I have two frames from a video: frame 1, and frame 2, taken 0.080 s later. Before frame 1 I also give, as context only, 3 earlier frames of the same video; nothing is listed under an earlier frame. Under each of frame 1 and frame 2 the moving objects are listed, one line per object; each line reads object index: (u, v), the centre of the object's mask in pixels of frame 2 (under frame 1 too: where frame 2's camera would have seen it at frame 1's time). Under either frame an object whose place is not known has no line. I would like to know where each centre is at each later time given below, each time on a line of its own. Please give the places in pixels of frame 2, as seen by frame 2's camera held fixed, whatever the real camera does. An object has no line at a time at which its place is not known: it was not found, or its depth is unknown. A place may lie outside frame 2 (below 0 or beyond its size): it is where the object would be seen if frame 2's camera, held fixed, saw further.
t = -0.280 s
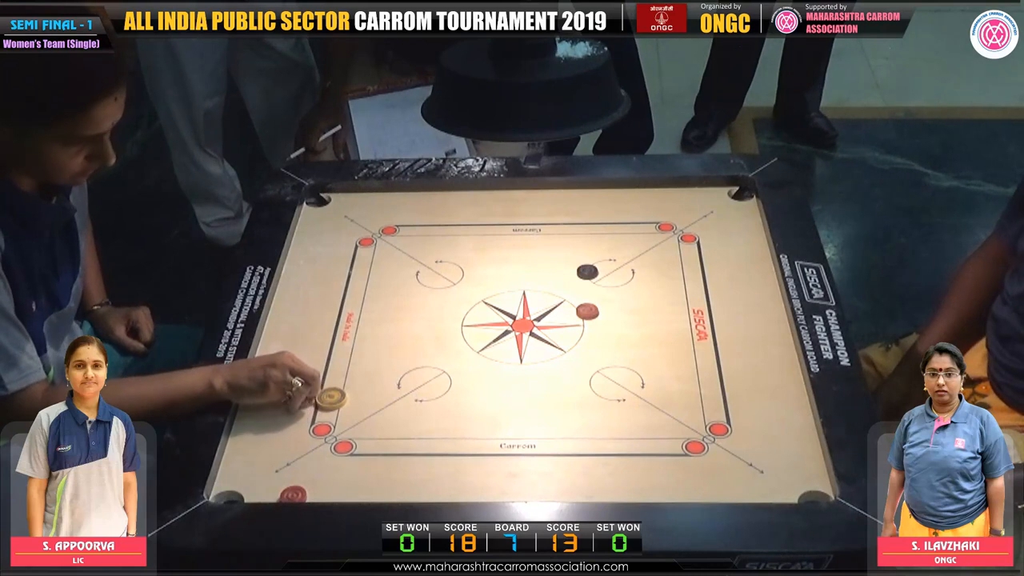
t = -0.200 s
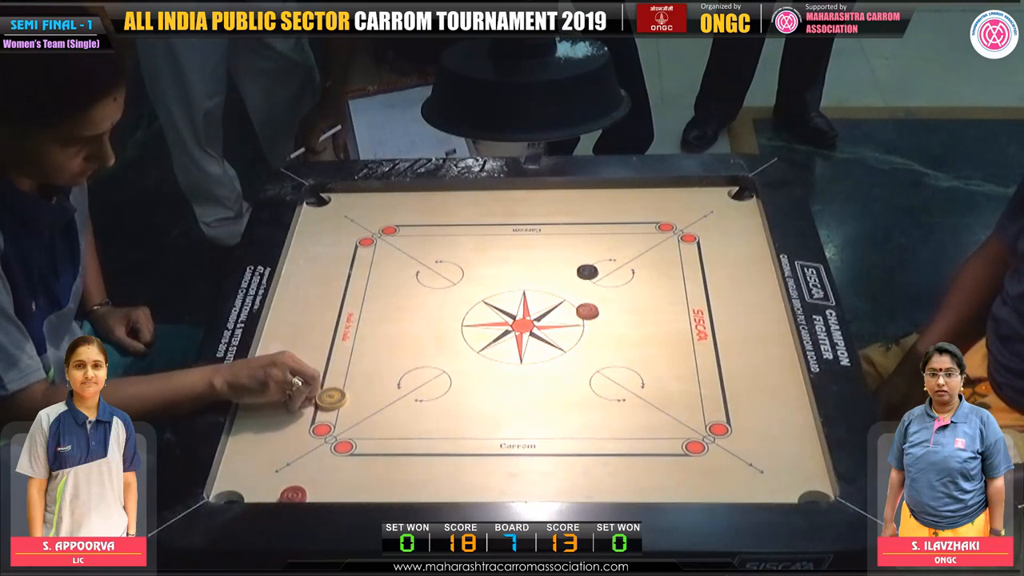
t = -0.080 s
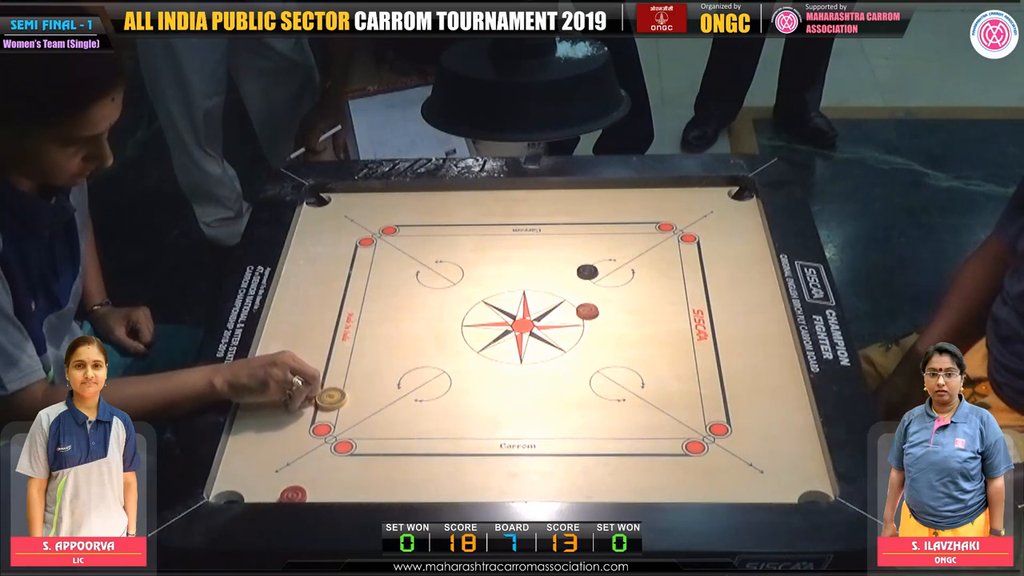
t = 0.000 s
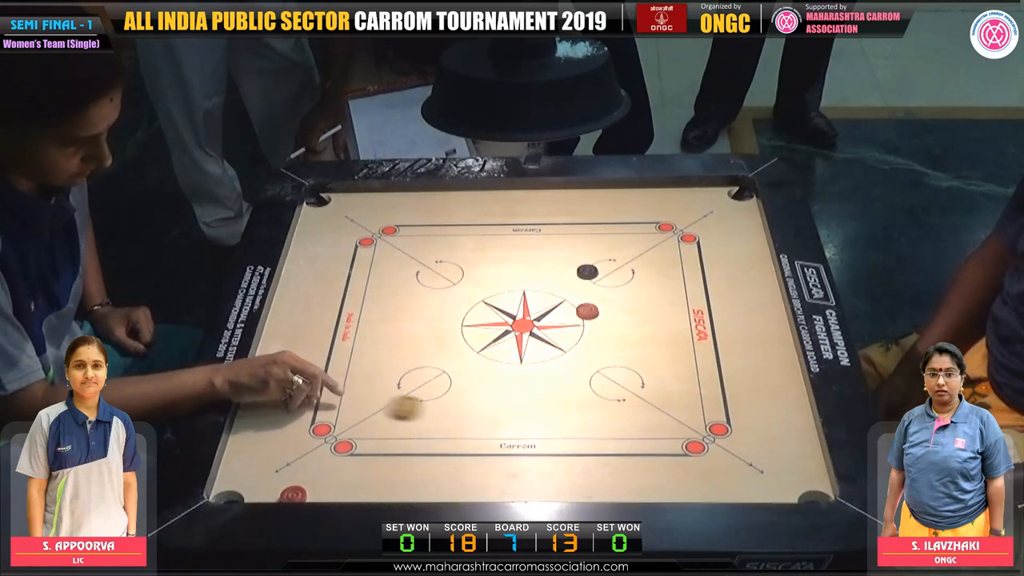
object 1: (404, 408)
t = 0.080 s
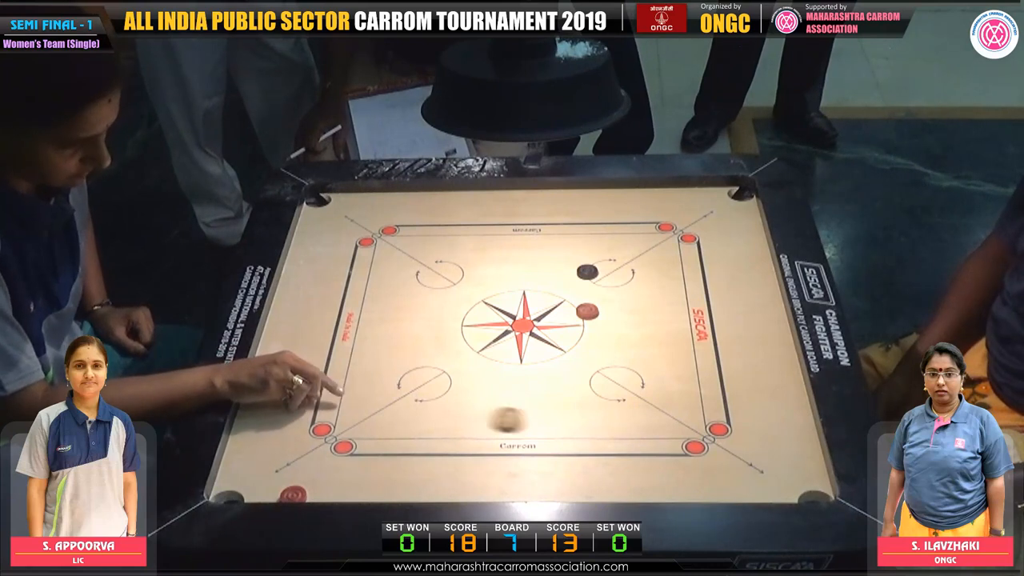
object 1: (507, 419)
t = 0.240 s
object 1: (708, 440)
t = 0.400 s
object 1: (731, 457)
